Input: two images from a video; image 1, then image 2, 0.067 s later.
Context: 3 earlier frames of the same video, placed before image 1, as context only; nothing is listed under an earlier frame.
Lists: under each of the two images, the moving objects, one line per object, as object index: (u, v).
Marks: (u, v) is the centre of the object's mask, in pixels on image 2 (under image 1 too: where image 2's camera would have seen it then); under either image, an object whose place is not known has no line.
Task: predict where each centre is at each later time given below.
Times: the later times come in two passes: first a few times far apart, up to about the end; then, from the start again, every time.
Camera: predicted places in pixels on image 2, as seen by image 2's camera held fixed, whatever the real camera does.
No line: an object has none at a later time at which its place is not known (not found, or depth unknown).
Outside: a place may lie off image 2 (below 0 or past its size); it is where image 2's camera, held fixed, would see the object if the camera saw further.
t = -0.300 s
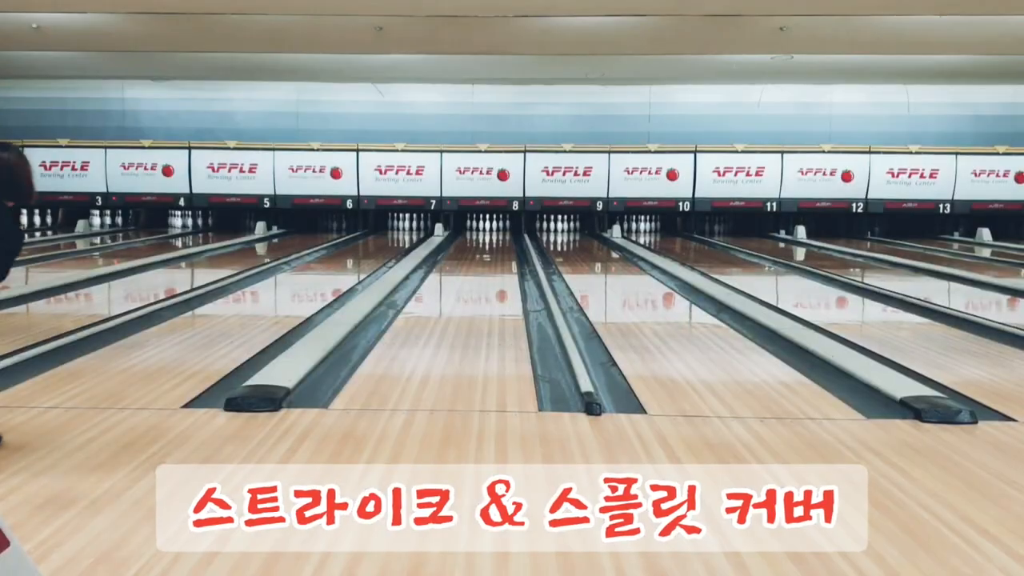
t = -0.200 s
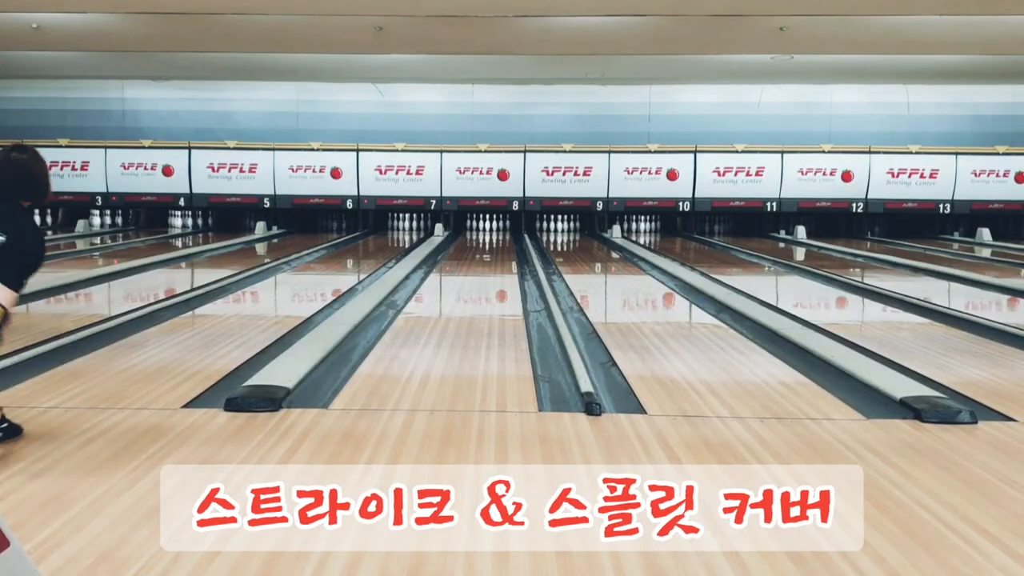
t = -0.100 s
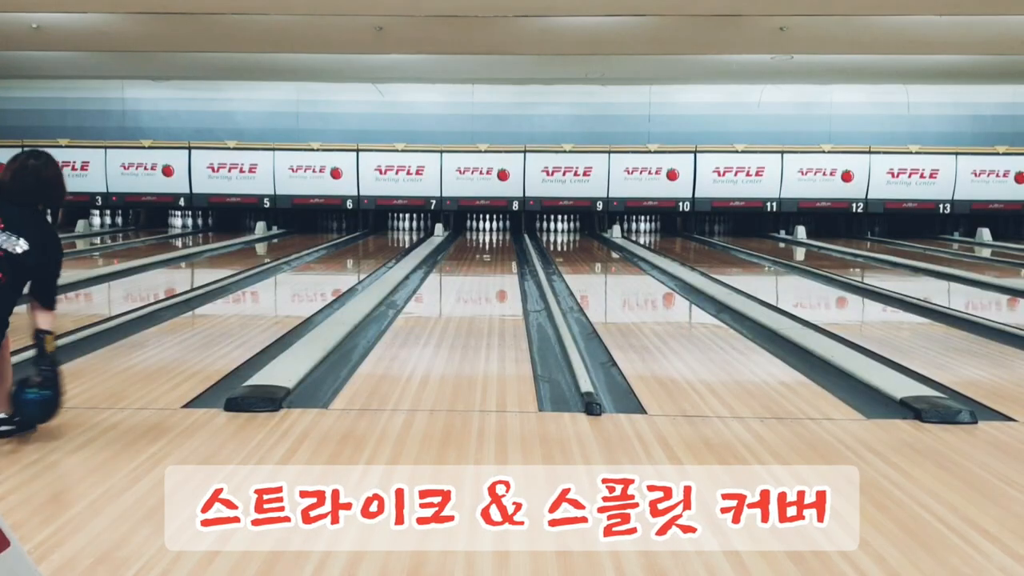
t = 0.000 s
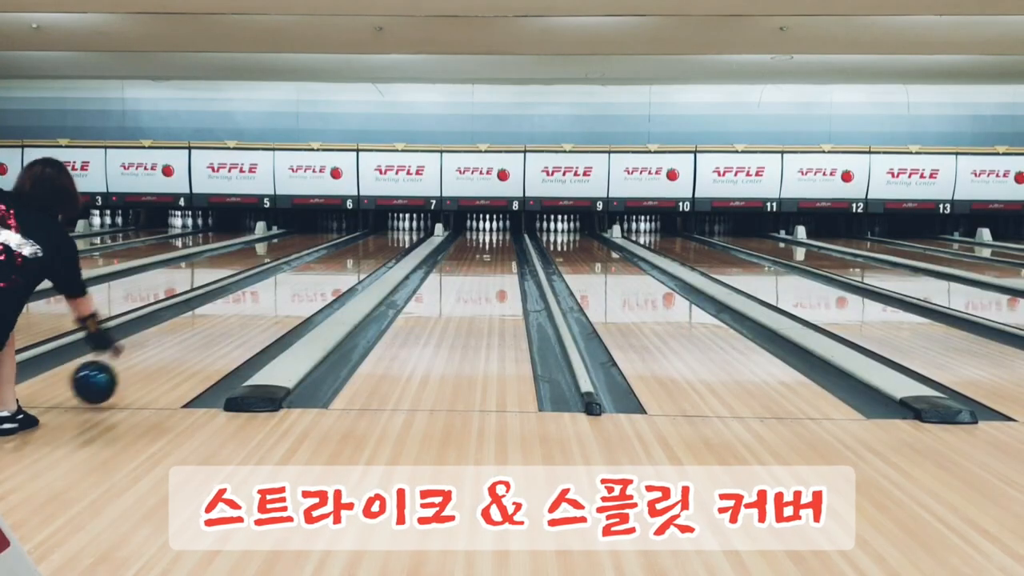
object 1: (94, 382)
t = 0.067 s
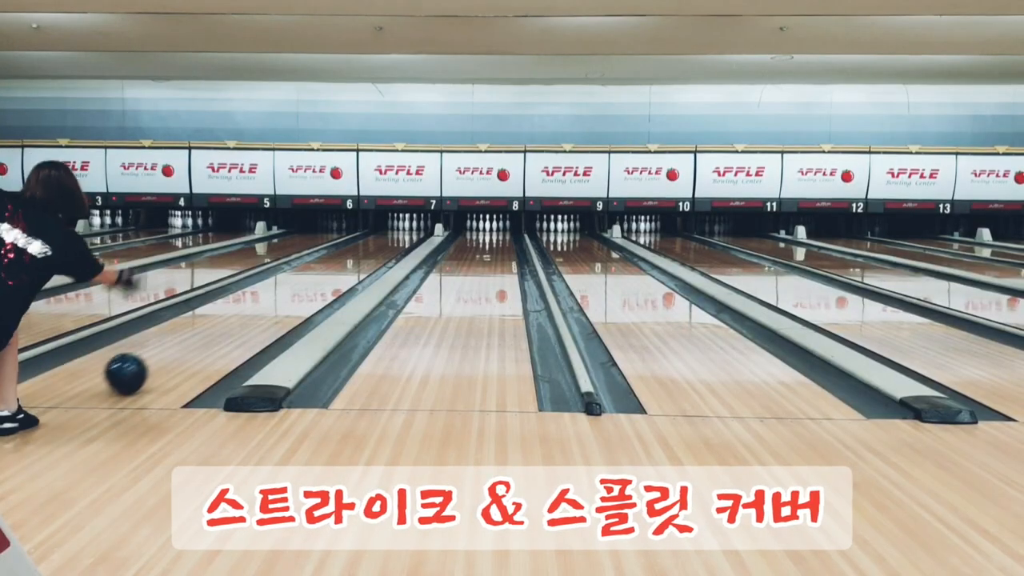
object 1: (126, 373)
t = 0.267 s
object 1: (198, 338)
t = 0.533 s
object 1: (261, 308)
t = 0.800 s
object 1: (304, 287)
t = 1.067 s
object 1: (334, 273)
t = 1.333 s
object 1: (356, 262)
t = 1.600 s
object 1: (373, 253)
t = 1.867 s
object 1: (386, 246)
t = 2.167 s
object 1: (396, 240)
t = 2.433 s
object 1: (404, 235)
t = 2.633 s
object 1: (407, 233)
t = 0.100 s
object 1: (140, 366)
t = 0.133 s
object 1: (153, 360)
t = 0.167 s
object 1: (166, 354)
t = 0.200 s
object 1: (177, 348)
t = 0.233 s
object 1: (188, 343)
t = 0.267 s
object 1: (198, 338)
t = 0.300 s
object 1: (207, 333)
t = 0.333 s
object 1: (216, 329)
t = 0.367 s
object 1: (225, 325)
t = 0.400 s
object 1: (233, 321)
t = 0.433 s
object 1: (241, 317)
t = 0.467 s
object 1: (248, 314)
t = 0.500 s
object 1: (255, 311)
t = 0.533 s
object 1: (261, 308)
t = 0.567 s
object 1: (268, 305)
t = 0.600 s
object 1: (273, 302)
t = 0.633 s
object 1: (279, 299)
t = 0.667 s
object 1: (284, 297)
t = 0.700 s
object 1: (289, 294)
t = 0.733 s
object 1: (294, 292)
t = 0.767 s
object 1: (299, 289)
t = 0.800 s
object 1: (304, 287)
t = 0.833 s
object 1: (308, 285)
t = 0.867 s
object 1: (312, 283)
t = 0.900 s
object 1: (316, 281)
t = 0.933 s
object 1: (320, 279)
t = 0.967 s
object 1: (324, 278)
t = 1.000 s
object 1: (327, 276)
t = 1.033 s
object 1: (330, 274)
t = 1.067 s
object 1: (334, 273)
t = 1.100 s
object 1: (337, 271)
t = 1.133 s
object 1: (340, 270)
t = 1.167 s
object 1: (343, 268)
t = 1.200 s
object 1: (346, 266)
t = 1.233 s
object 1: (348, 266)
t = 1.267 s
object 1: (351, 264)
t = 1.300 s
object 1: (354, 263)
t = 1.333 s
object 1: (356, 262)
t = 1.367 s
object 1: (358, 261)
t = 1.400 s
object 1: (360, 259)
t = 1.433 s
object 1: (362, 258)
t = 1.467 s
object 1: (365, 257)
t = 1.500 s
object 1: (367, 256)
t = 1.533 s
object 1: (369, 255)
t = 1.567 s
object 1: (371, 254)
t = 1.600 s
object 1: (373, 253)
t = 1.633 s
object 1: (374, 252)
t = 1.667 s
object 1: (376, 251)
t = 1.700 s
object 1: (378, 250)
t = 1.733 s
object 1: (379, 249)
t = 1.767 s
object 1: (381, 249)
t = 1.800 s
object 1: (383, 248)
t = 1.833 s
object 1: (385, 247)
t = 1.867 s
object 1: (386, 246)
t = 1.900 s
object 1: (387, 246)
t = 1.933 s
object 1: (388, 245)
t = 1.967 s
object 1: (390, 244)
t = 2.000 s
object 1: (391, 244)
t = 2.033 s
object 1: (392, 243)
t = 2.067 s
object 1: (393, 242)
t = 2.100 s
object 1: (394, 242)
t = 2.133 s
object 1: (395, 241)
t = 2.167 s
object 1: (396, 240)
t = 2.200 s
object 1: (397, 240)
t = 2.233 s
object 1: (398, 239)
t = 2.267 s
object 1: (399, 239)
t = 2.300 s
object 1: (401, 237)
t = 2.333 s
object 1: (402, 237)
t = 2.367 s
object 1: (403, 236)
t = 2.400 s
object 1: (404, 236)
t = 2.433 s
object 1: (404, 235)
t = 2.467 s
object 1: (405, 235)
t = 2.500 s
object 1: (405, 234)
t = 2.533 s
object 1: (405, 235)
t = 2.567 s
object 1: (406, 233)
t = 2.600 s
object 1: (407, 233)
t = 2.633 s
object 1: (407, 233)
